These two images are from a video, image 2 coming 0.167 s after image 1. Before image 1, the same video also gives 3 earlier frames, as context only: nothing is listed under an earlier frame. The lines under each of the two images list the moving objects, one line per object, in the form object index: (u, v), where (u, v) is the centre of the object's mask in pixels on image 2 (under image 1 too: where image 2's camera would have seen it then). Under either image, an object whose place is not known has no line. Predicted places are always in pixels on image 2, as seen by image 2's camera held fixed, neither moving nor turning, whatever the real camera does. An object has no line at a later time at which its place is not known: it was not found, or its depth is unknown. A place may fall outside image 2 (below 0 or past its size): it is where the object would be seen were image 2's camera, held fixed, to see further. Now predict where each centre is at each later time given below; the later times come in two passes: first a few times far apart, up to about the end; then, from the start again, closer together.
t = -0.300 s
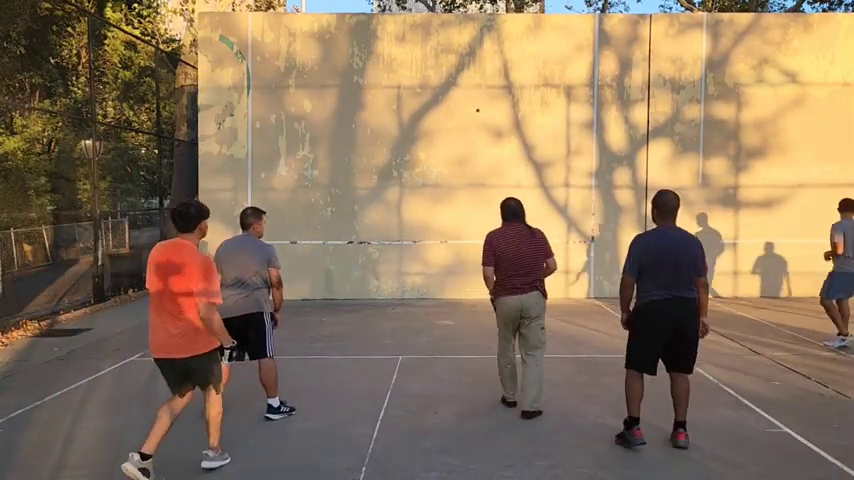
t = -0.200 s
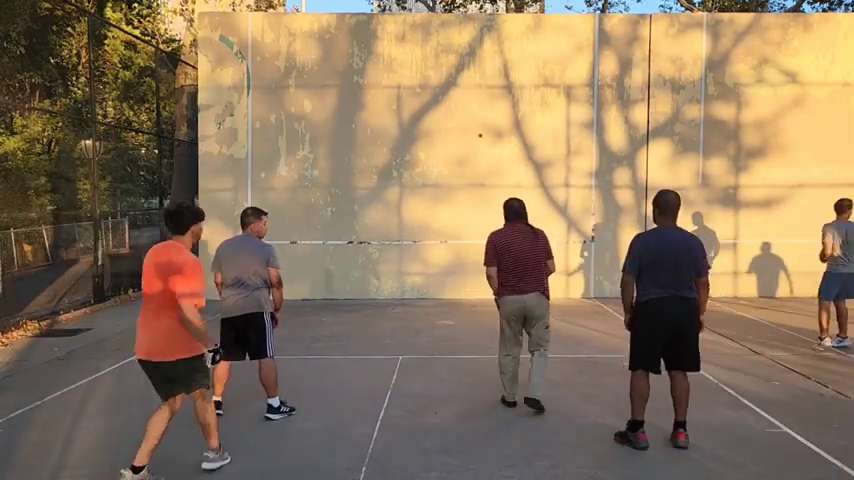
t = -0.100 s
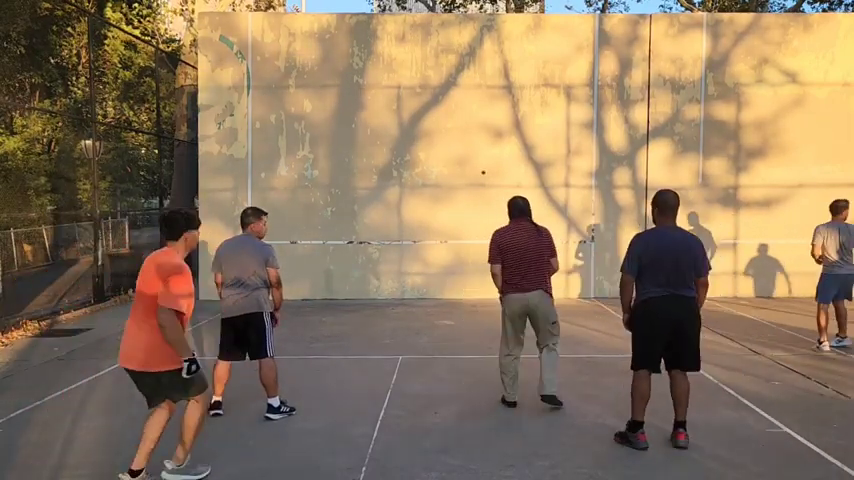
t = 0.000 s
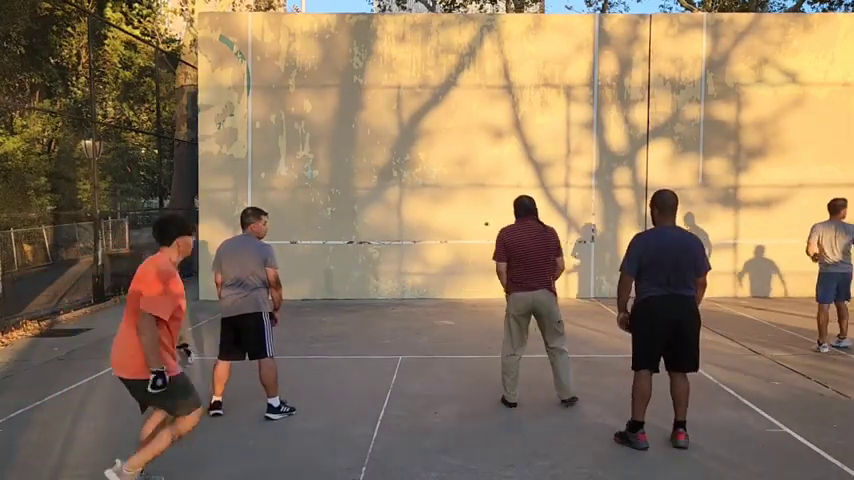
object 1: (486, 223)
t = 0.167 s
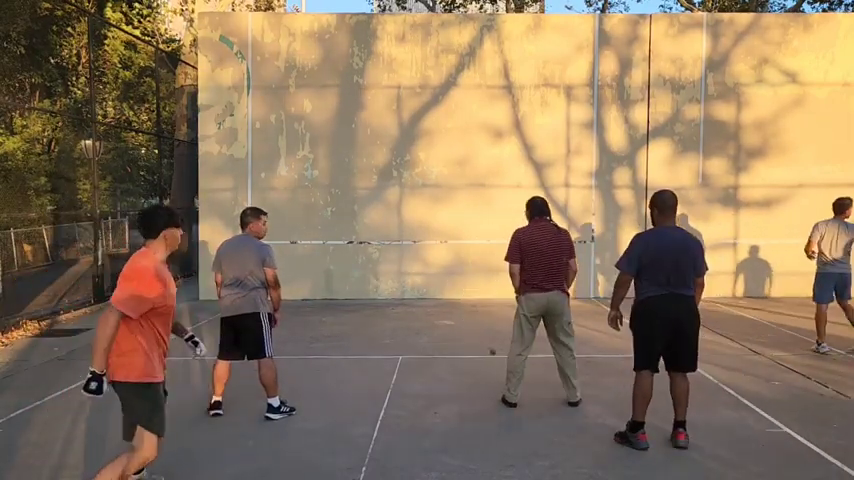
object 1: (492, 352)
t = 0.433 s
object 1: (503, 236)
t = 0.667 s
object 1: (515, 132)
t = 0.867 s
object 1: (530, 82)
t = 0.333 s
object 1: (499, 290)
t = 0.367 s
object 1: (500, 271)
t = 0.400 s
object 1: (502, 253)
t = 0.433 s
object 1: (503, 236)
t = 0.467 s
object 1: (505, 219)
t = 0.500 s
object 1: (506, 202)
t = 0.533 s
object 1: (508, 187)
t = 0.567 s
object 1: (510, 172)
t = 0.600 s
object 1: (511, 158)
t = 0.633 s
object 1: (514, 145)
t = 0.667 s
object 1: (515, 132)
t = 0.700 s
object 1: (518, 121)
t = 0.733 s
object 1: (520, 111)
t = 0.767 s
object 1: (522, 102)
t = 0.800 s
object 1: (525, 94)
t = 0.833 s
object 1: (527, 87)
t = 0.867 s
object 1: (530, 82)
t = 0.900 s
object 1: (533, 79)
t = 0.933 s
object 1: (536, 77)
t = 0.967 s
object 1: (539, 78)
